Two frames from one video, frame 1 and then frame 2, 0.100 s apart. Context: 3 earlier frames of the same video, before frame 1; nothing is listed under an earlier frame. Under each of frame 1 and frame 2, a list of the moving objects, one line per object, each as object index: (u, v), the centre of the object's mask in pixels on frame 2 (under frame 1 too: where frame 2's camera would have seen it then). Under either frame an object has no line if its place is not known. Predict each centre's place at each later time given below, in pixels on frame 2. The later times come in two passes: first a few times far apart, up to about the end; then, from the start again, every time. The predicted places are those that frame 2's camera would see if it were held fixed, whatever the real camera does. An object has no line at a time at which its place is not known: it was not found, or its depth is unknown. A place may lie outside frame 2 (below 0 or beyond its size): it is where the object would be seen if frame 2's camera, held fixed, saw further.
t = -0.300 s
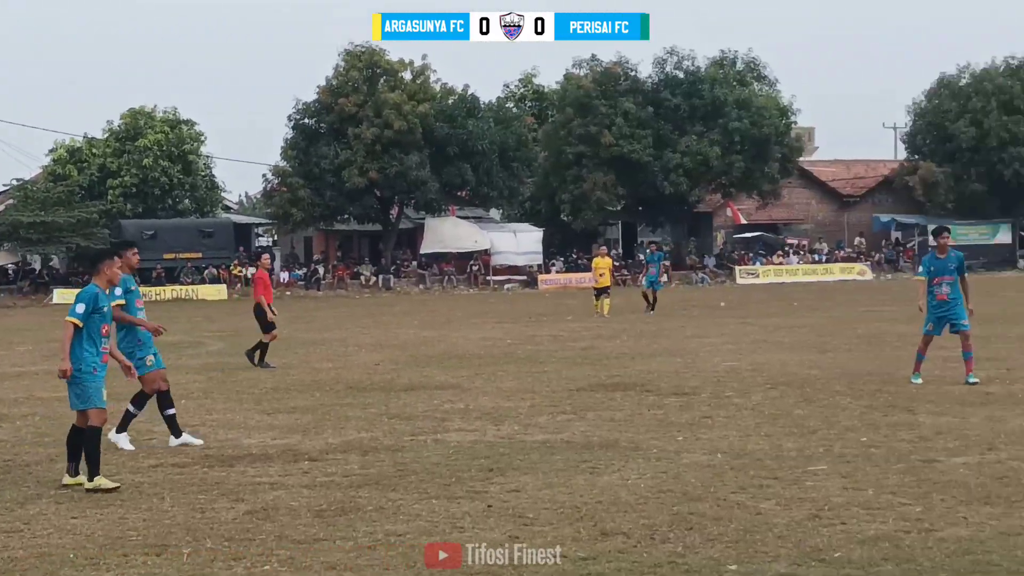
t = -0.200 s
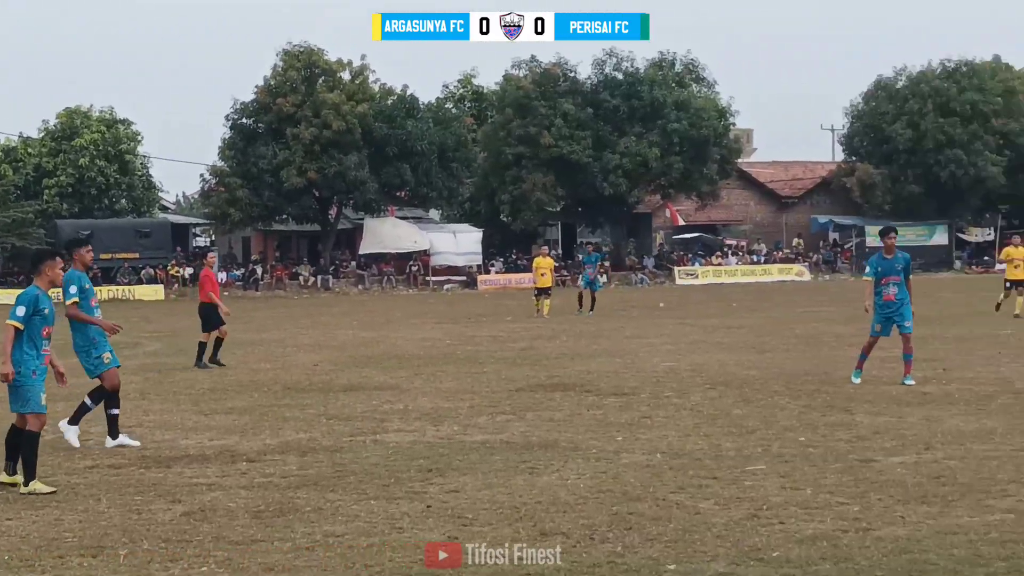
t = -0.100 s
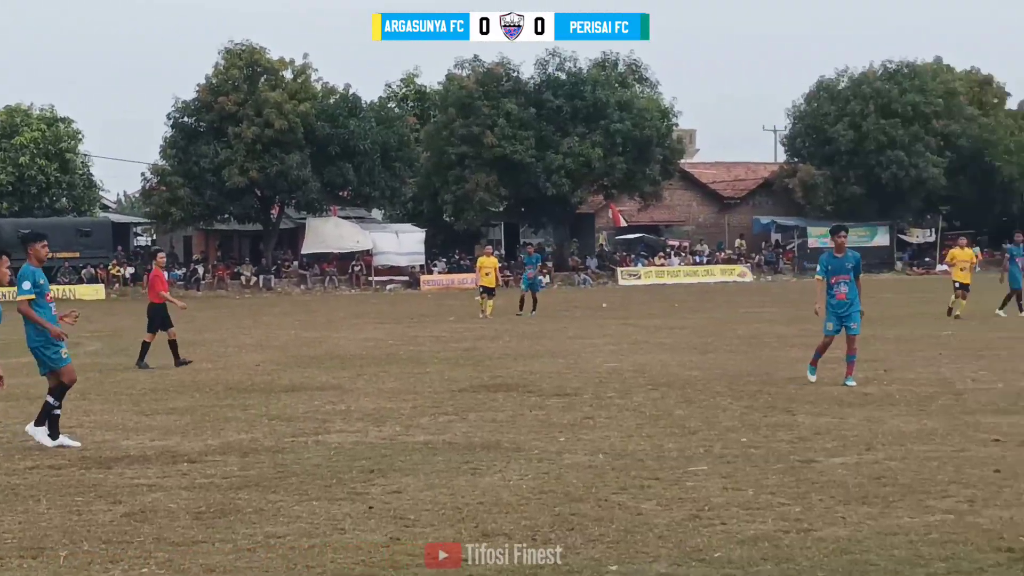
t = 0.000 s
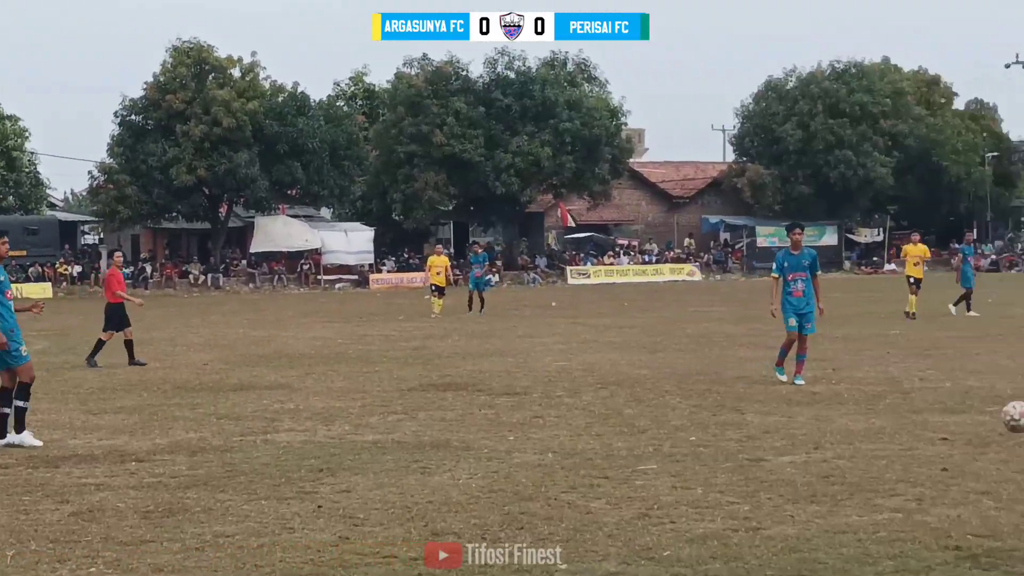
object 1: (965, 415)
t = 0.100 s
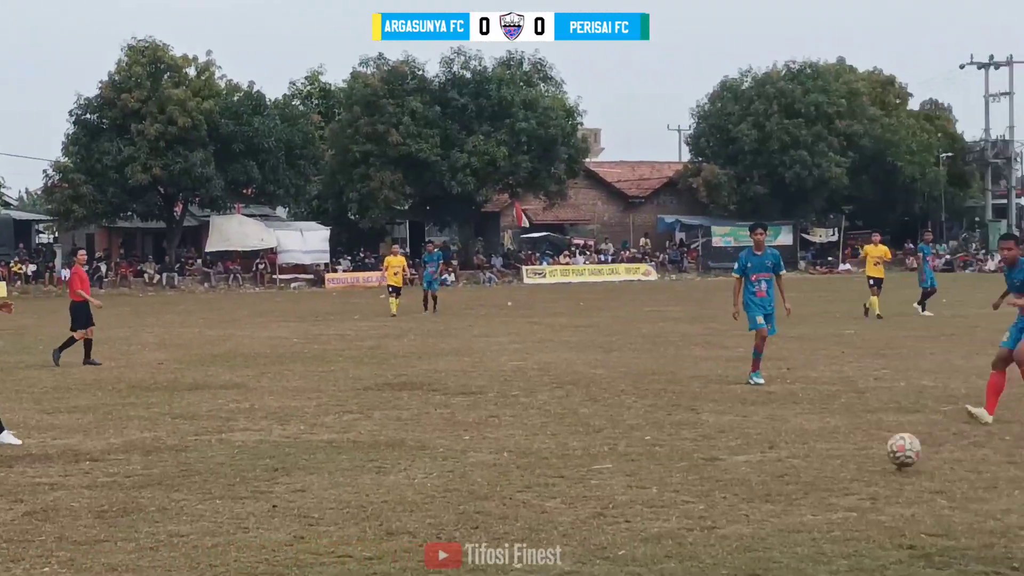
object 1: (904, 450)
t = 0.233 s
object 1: (819, 461)
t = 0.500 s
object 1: (630, 504)
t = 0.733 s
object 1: (470, 541)
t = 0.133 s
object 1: (880, 463)
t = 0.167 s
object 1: (861, 462)
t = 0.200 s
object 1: (840, 460)
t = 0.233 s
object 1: (819, 461)
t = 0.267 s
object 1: (797, 464)
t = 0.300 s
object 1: (775, 469)
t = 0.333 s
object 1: (755, 476)
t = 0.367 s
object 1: (731, 485)
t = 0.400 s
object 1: (705, 497)
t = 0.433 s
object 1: (673, 508)
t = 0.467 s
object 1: (651, 509)
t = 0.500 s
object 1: (630, 504)
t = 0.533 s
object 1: (610, 502)
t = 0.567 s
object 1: (588, 502)
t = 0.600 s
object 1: (566, 504)
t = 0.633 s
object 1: (543, 508)
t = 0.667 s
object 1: (520, 516)
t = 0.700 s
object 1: (495, 527)
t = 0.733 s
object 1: (470, 541)
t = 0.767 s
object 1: (444, 559)
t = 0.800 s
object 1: (419, 567)
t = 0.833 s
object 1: (399, 561)
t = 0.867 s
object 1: (377, 559)
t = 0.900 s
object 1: (356, 560)
